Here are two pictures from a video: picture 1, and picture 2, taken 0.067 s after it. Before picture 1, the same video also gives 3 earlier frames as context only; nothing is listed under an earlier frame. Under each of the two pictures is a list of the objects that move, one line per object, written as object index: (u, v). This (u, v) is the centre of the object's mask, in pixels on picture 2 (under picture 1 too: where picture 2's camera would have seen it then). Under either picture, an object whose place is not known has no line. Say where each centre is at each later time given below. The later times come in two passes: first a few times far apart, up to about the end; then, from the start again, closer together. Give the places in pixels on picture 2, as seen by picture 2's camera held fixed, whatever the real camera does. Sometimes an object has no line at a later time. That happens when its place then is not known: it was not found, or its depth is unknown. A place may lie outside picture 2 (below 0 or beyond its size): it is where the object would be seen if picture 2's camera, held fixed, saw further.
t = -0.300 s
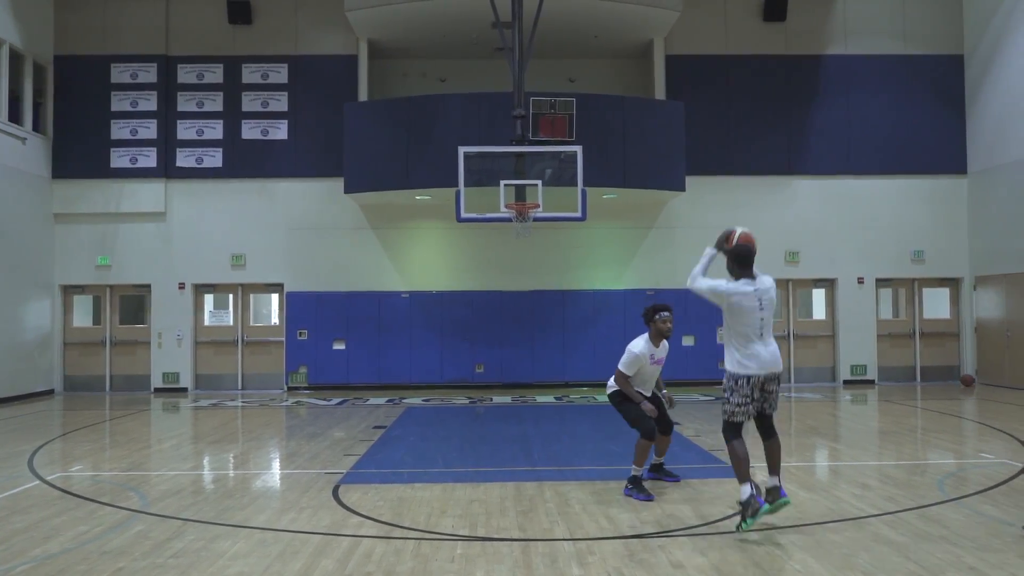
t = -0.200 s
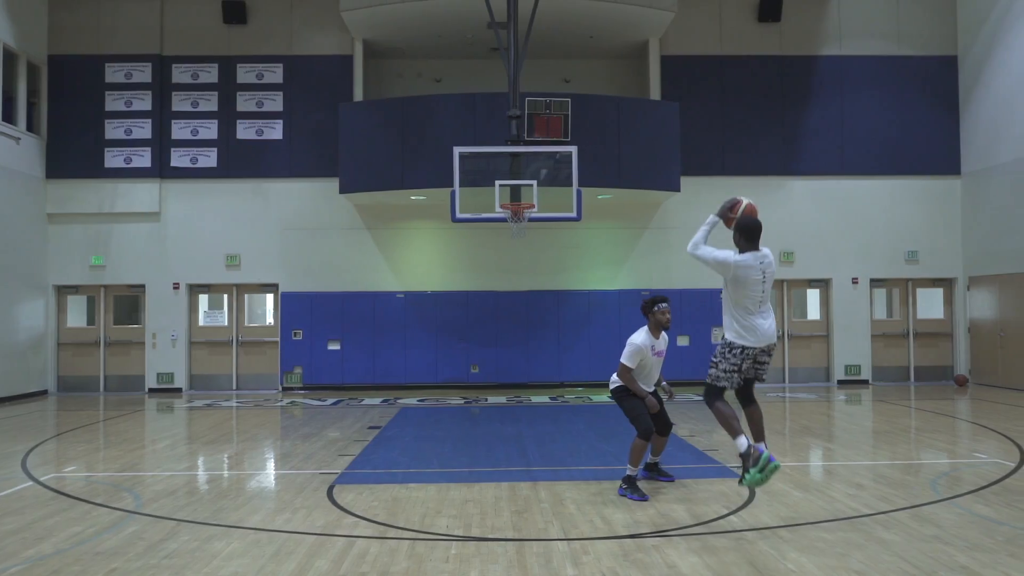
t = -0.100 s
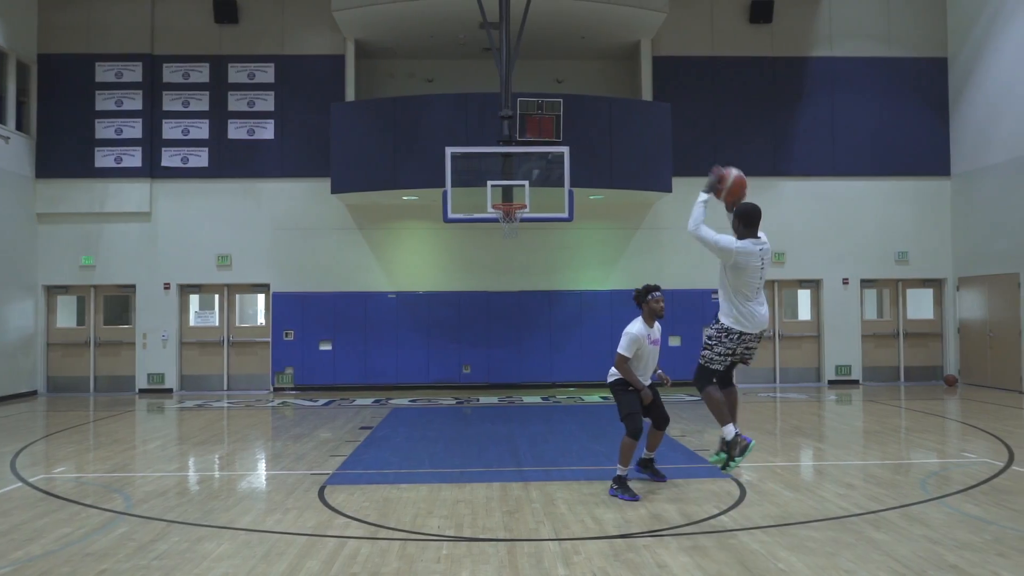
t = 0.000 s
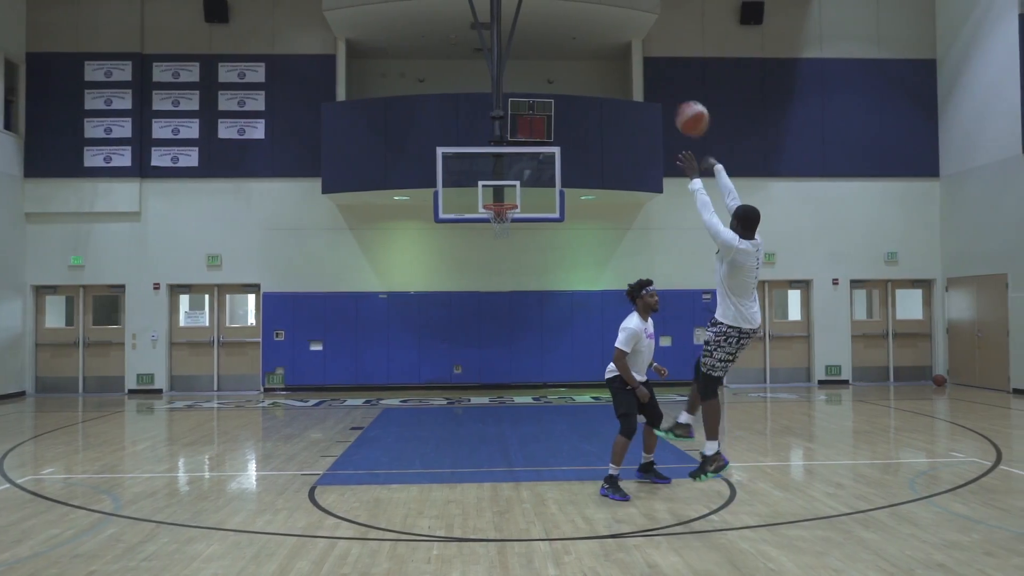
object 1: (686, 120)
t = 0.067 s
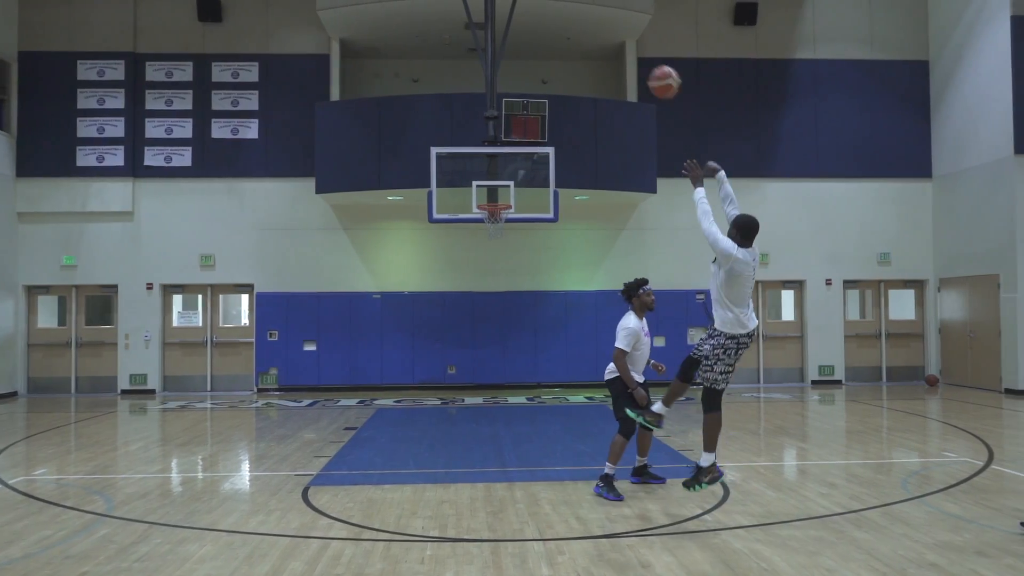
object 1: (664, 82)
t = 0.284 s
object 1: (607, 18)
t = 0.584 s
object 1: (553, 21)
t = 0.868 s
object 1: (517, 85)
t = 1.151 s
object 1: (489, 187)
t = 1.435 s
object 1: (512, 244)
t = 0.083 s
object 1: (659, 74)
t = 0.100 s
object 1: (654, 67)
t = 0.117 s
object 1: (649, 61)
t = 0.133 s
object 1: (644, 54)
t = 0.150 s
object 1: (640, 48)
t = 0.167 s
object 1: (636, 42)
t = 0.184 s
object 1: (631, 37)
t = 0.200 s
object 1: (627, 33)
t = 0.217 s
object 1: (623, 29)
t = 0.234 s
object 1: (619, 26)
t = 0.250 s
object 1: (615, 23)
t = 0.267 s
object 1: (611, 20)
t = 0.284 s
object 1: (607, 18)
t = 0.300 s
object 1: (603, 16)
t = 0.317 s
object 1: (600, 14)
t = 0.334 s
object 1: (596, 12)
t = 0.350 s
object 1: (593, 11)
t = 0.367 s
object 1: (589, 10)
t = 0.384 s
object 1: (586, 10)
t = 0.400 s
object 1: (583, 9)
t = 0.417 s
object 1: (580, 10)
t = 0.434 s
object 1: (577, 10)
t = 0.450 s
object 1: (574, 10)
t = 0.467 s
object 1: (571, 10)
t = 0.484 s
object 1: (569, 11)
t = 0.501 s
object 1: (566, 12)
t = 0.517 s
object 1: (563, 14)
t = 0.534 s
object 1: (561, 15)
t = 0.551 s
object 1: (558, 17)
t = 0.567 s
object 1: (555, 19)
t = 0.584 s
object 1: (553, 21)
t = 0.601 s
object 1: (551, 24)
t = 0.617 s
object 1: (548, 27)
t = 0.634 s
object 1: (546, 29)
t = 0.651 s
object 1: (543, 32)
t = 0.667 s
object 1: (541, 35)
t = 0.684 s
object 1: (539, 38)
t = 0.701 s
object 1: (536, 42)
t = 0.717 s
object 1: (534, 46)
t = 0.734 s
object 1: (532, 49)
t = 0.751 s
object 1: (530, 53)
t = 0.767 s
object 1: (528, 58)
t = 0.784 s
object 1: (526, 61)
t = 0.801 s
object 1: (524, 66)
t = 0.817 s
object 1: (522, 70)
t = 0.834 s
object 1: (520, 75)
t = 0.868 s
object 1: (517, 85)
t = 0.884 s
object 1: (515, 90)
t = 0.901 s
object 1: (513, 95)
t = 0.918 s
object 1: (511, 102)
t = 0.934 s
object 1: (509, 106)
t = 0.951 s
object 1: (508, 112)
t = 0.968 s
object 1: (506, 118)
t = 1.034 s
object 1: (500, 141)
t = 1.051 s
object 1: (498, 147)
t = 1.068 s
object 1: (497, 154)
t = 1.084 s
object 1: (495, 161)
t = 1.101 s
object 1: (494, 167)
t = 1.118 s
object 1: (492, 172)
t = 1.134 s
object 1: (491, 180)
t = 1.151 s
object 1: (489, 187)
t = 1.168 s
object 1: (488, 194)
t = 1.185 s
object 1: (487, 199)
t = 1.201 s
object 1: (486, 205)
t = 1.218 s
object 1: (488, 212)
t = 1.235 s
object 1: (492, 214)
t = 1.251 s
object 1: (494, 221)
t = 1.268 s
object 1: (497, 226)
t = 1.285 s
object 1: (500, 227)
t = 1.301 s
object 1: (501, 229)
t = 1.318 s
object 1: (503, 230)
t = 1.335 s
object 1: (504, 231)
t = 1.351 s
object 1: (505, 233)
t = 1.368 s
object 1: (506, 236)
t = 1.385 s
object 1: (509, 237)
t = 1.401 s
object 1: (510, 239)
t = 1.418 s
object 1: (511, 241)
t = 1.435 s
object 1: (512, 244)
